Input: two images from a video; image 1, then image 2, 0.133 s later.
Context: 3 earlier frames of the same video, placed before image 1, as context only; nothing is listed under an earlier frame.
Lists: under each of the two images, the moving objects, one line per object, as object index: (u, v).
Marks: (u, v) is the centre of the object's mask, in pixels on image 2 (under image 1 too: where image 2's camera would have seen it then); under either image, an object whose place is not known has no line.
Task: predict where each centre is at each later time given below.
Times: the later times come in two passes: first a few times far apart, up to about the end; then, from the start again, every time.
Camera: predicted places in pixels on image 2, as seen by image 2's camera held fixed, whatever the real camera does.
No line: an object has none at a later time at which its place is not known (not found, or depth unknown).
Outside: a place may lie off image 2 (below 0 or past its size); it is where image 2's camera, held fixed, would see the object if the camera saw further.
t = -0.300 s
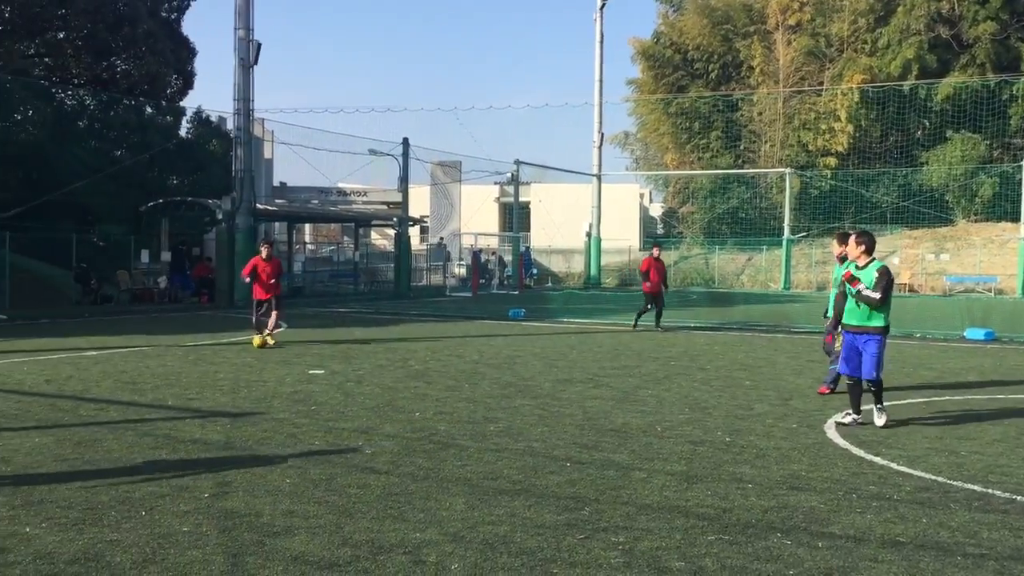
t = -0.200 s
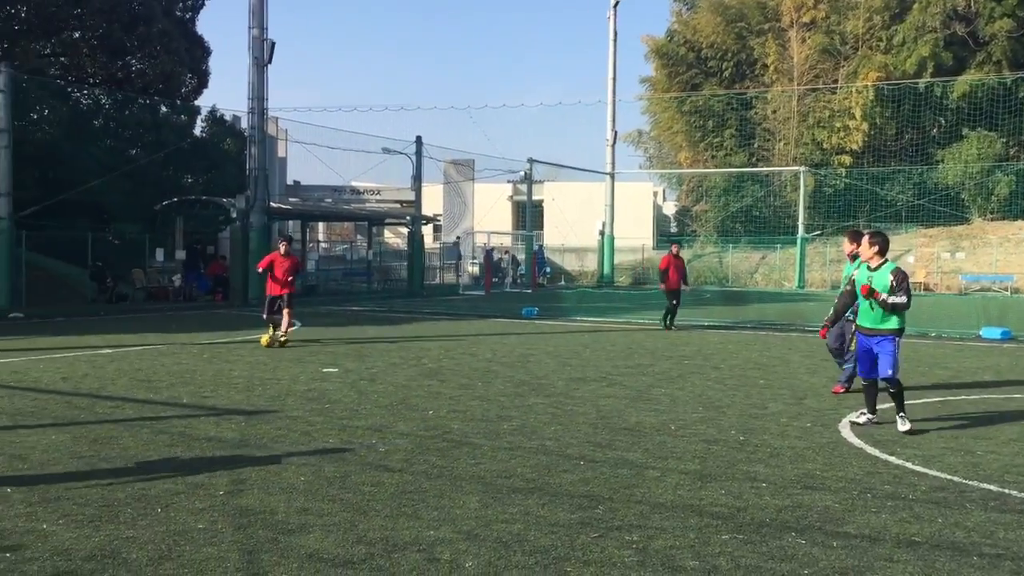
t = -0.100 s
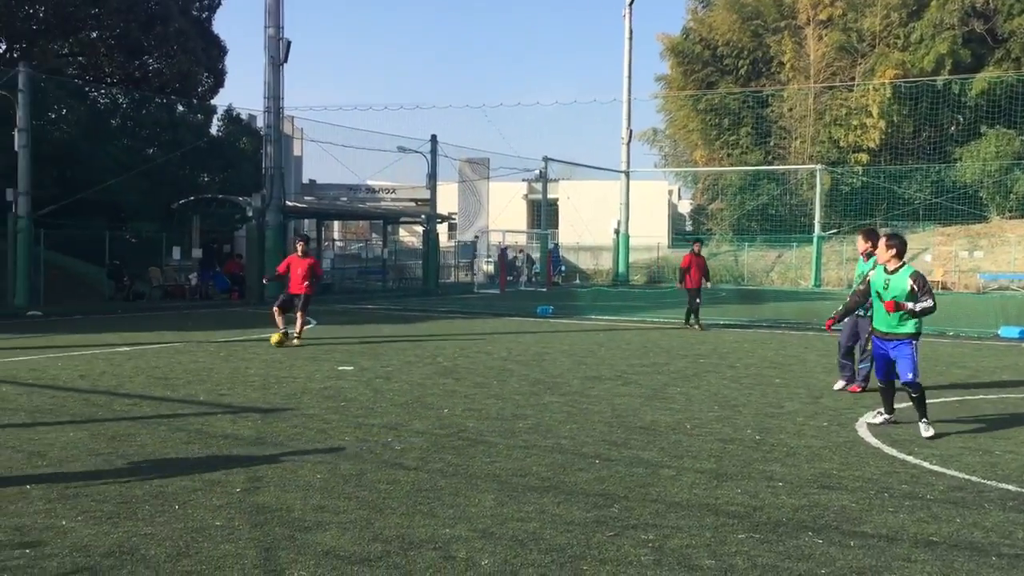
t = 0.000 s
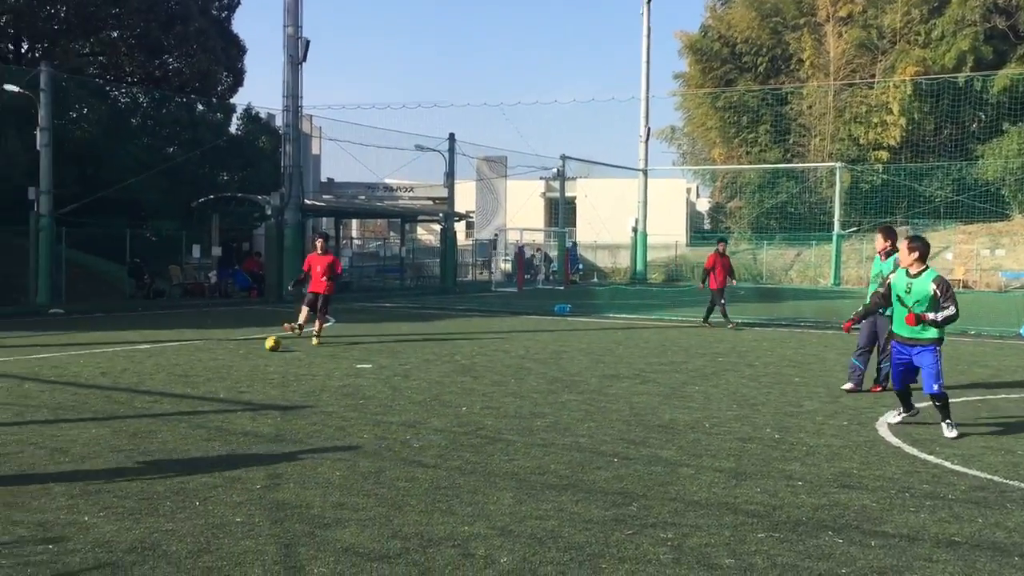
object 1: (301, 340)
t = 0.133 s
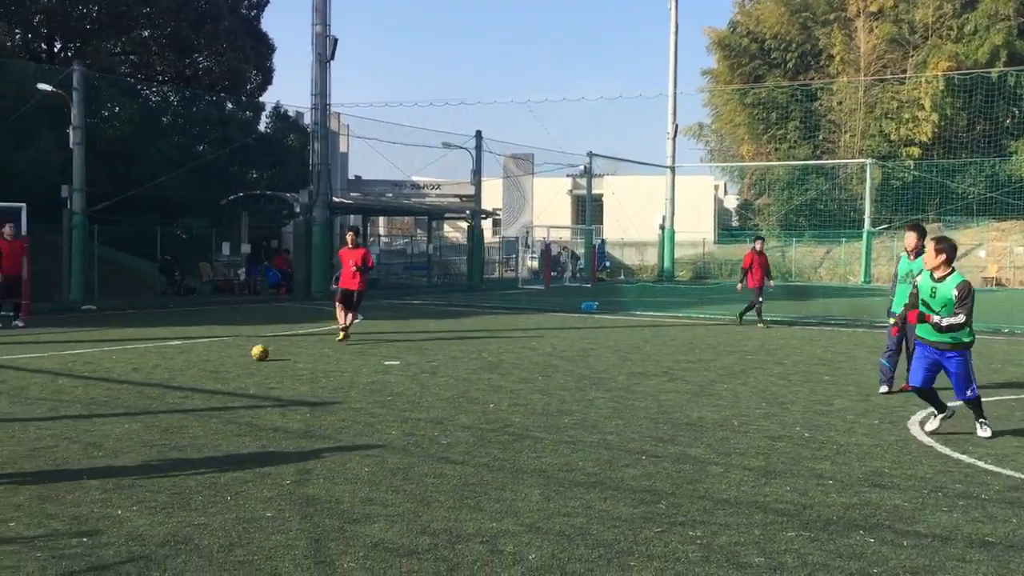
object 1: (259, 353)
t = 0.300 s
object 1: (201, 369)
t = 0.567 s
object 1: (87, 402)
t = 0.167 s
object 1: (248, 355)
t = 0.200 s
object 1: (237, 359)
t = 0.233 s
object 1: (225, 362)
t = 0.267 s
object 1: (213, 365)
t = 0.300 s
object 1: (201, 369)
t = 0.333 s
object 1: (188, 373)
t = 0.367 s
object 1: (175, 377)
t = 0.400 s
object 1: (160, 382)
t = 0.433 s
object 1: (146, 385)
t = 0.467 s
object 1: (133, 388)
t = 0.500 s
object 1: (118, 392)
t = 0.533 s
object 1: (102, 398)
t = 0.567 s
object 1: (87, 402)
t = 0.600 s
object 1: (71, 405)
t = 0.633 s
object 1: (55, 410)
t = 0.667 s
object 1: (36, 417)
